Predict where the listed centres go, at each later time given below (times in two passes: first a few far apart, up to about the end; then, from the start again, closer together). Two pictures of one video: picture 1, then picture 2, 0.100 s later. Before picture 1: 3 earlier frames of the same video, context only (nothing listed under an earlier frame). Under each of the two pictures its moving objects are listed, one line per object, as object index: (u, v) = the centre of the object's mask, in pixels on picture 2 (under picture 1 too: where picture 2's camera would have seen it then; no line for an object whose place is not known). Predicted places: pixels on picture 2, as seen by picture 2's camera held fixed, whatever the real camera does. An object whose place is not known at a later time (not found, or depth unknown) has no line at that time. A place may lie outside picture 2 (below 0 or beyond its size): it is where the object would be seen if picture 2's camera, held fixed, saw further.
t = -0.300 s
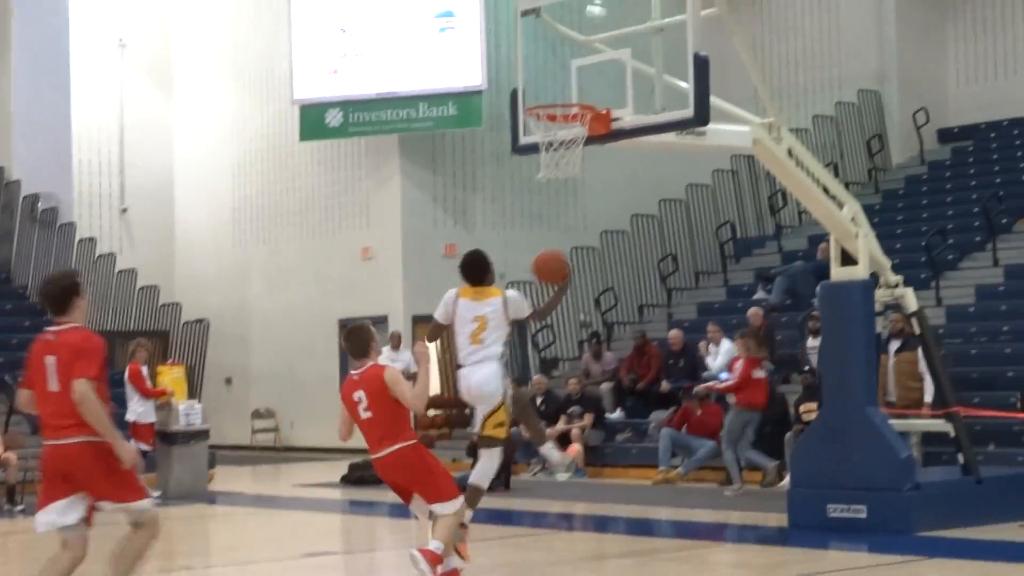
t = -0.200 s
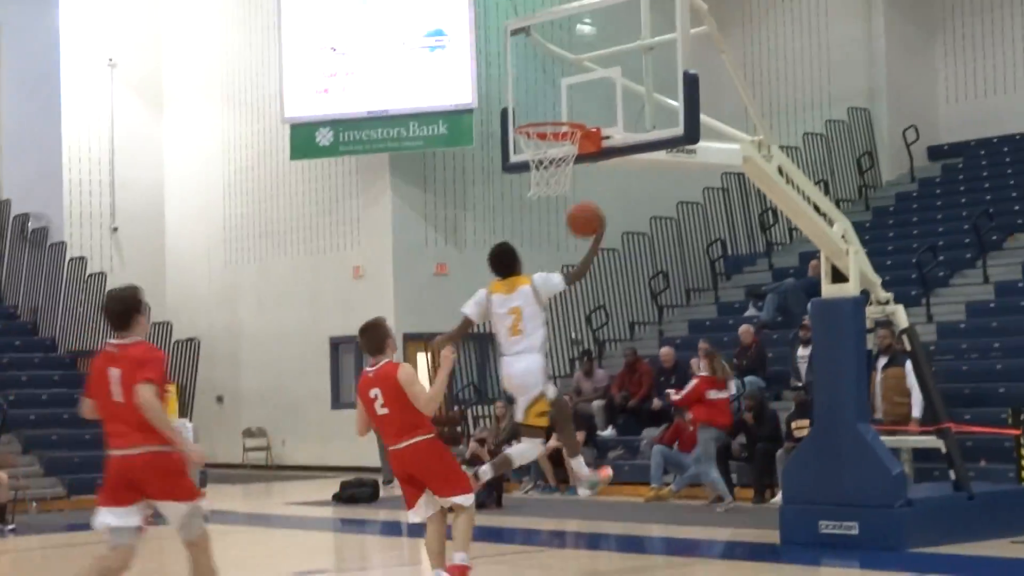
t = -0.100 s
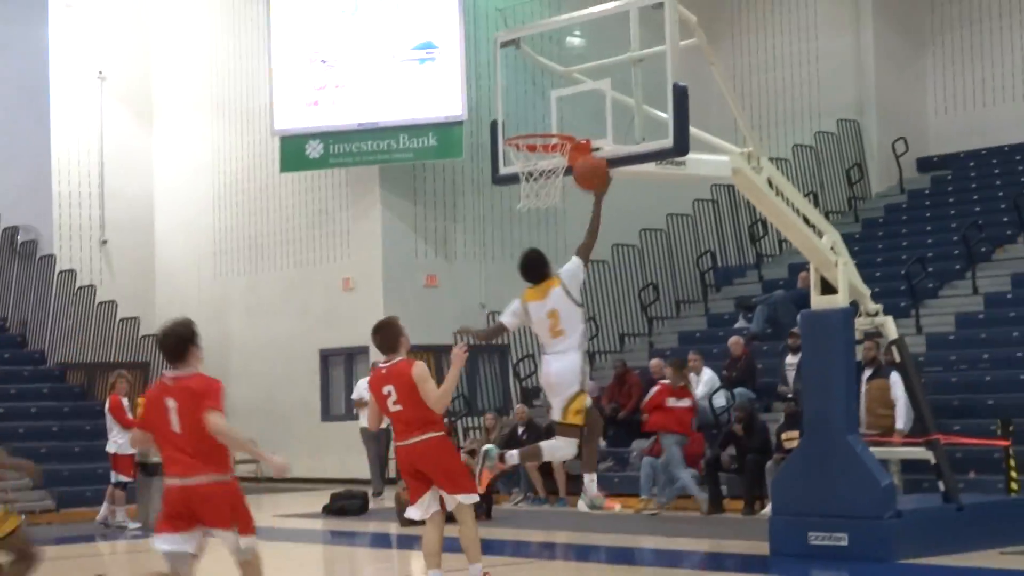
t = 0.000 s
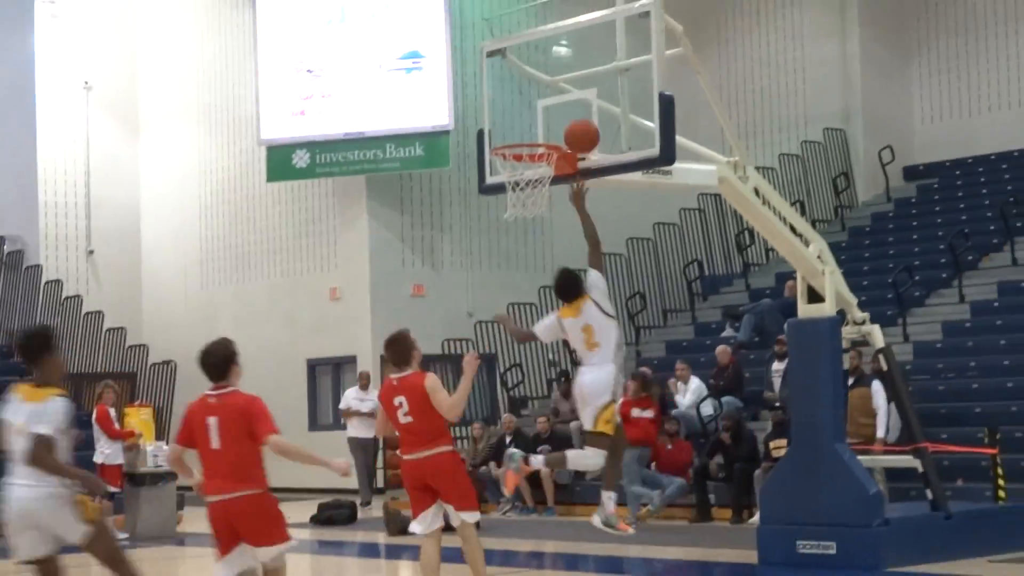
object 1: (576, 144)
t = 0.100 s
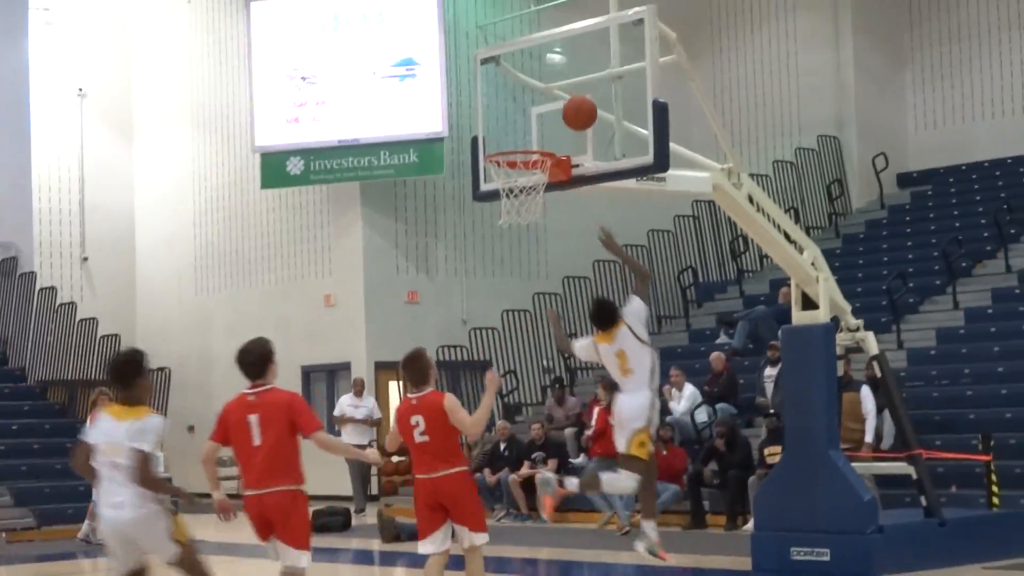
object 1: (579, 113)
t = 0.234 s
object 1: (573, 97)
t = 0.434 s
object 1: (538, 120)
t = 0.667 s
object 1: (511, 180)
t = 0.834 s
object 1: (508, 230)
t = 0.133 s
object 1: (581, 106)
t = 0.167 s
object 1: (582, 101)
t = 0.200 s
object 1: (580, 98)
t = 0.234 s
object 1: (573, 97)
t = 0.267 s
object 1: (567, 97)
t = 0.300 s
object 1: (561, 98)
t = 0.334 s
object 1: (556, 101)
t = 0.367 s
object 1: (550, 106)
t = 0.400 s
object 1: (544, 112)
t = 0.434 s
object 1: (538, 120)
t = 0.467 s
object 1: (532, 130)
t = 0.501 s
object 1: (526, 139)
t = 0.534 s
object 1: (523, 146)
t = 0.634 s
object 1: (515, 174)
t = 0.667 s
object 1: (511, 180)
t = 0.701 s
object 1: (509, 193)
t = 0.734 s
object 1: (508, 200)
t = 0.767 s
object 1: (511, 218)
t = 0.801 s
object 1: (508, 223)
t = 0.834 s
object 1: (508, 230)
